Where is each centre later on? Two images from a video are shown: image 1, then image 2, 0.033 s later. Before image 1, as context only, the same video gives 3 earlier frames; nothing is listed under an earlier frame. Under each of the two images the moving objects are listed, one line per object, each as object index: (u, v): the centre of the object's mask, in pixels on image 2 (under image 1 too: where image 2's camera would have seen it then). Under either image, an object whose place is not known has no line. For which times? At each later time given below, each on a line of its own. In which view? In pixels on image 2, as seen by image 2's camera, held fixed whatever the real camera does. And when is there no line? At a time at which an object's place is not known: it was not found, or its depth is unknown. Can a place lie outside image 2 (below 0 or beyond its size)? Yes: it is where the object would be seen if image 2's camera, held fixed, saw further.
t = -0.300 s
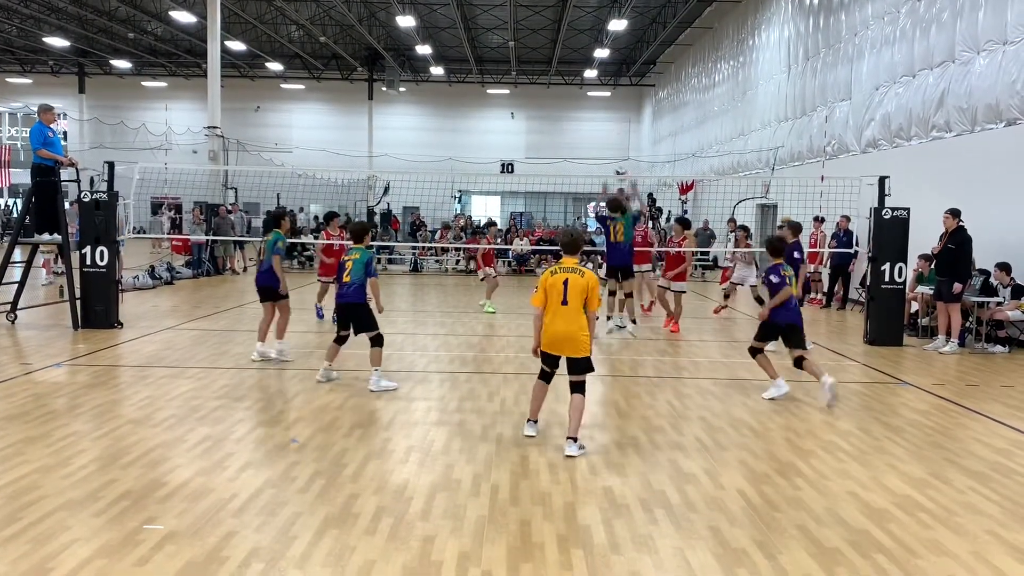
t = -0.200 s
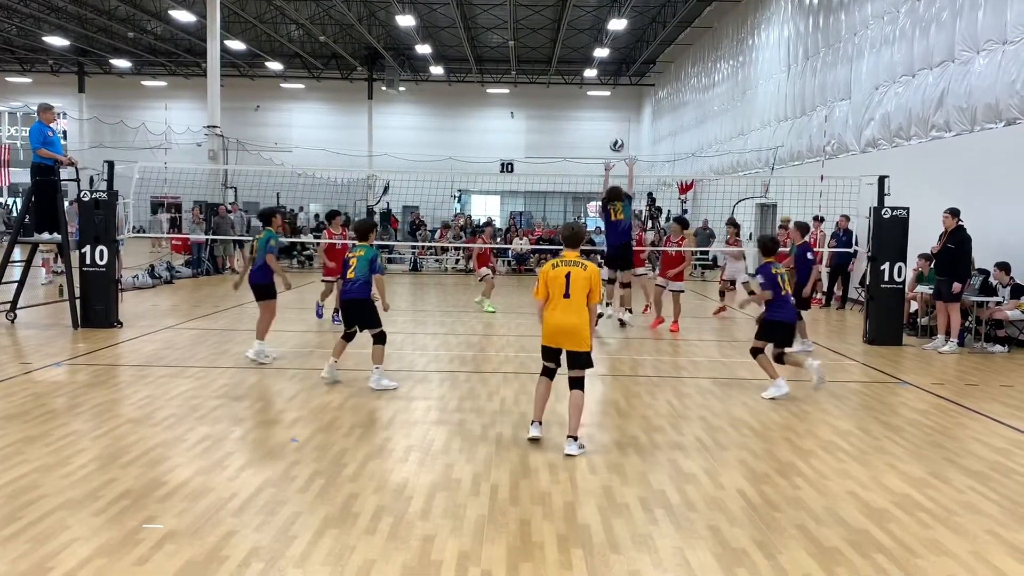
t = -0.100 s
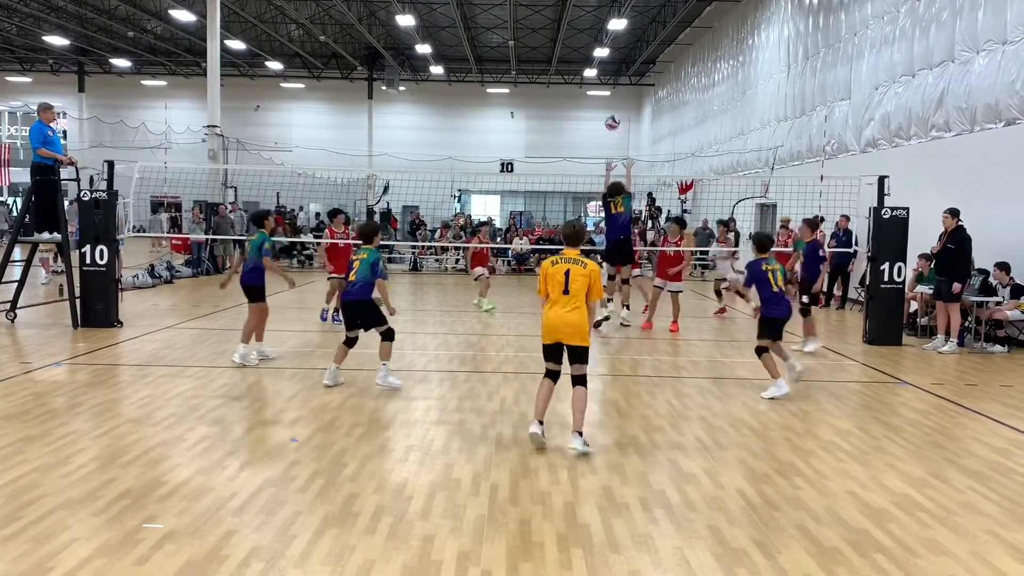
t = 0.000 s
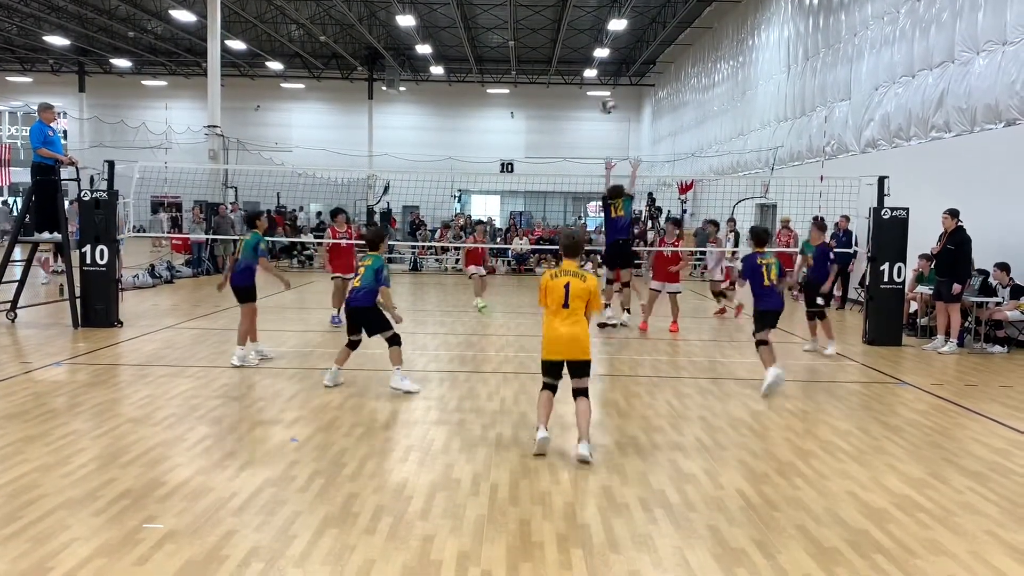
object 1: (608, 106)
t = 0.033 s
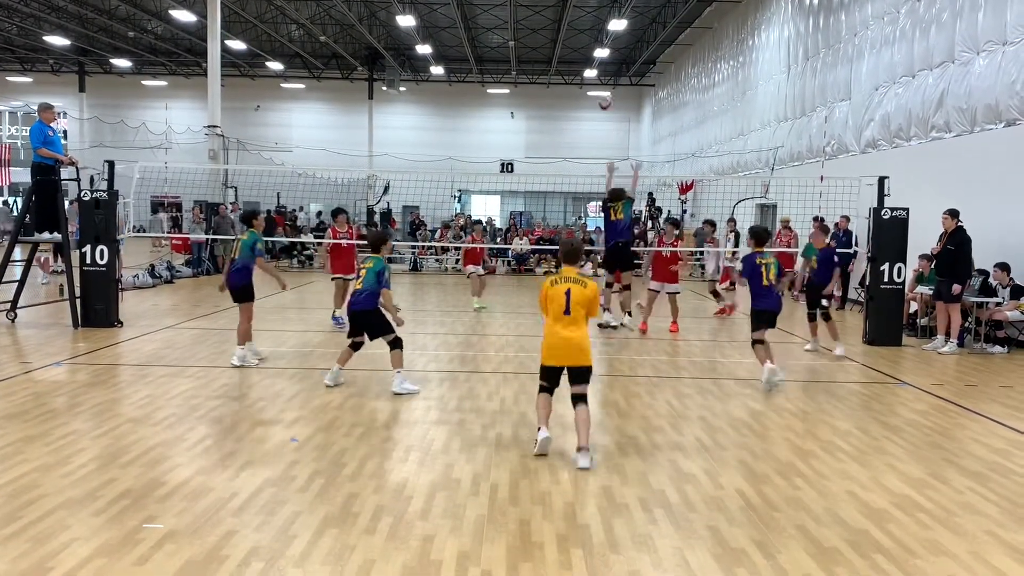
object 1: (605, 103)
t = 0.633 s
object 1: (553, 217)
